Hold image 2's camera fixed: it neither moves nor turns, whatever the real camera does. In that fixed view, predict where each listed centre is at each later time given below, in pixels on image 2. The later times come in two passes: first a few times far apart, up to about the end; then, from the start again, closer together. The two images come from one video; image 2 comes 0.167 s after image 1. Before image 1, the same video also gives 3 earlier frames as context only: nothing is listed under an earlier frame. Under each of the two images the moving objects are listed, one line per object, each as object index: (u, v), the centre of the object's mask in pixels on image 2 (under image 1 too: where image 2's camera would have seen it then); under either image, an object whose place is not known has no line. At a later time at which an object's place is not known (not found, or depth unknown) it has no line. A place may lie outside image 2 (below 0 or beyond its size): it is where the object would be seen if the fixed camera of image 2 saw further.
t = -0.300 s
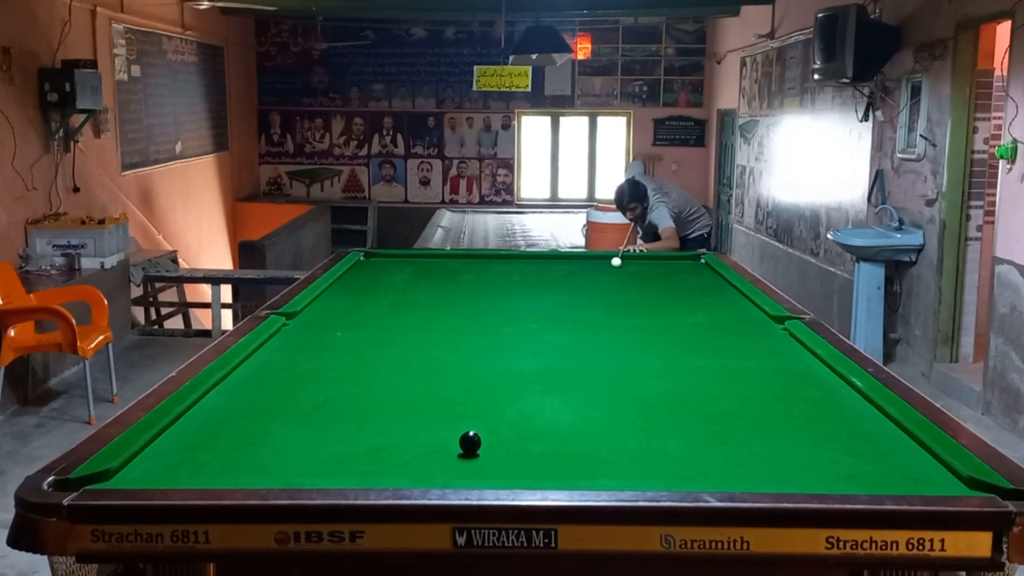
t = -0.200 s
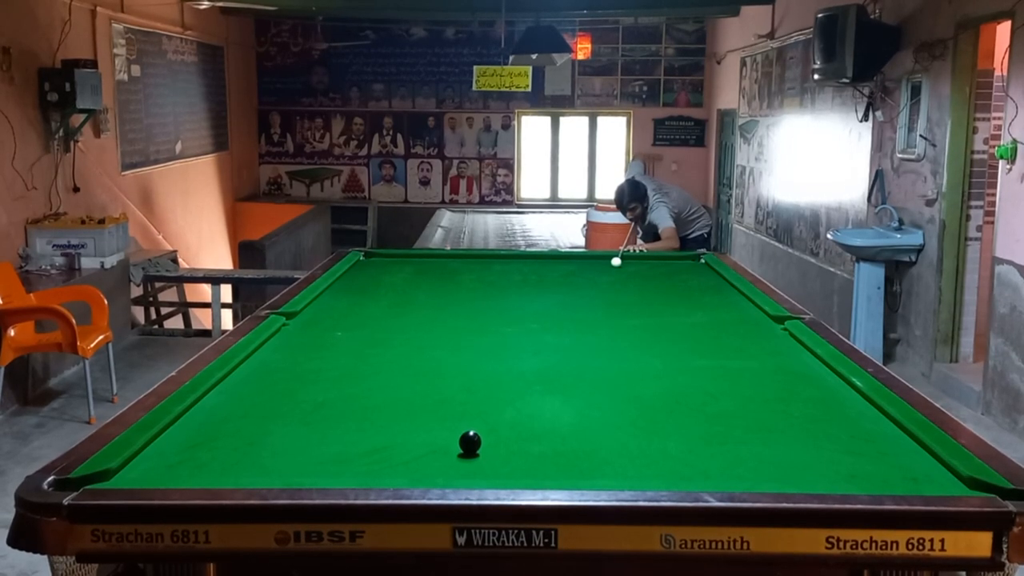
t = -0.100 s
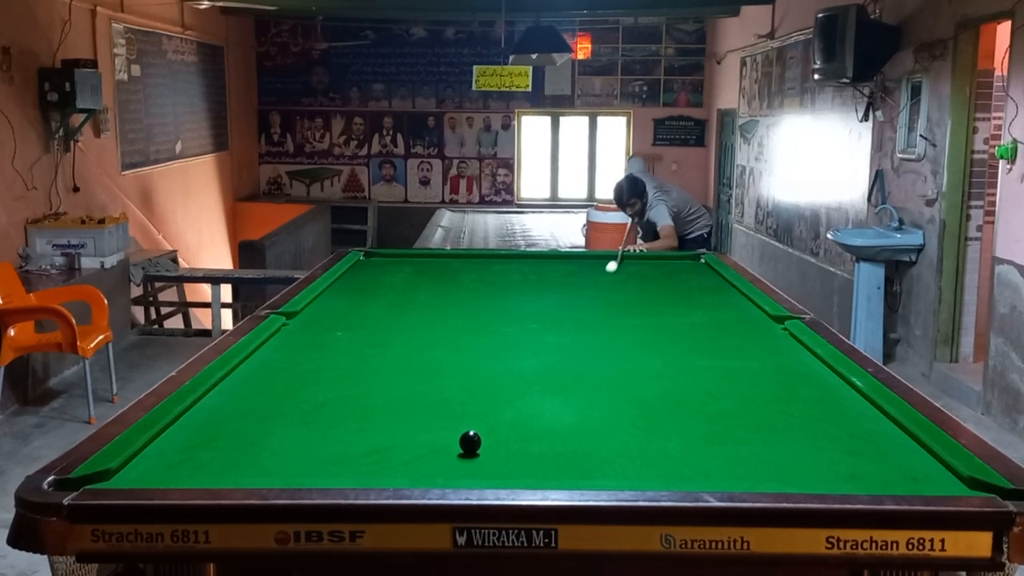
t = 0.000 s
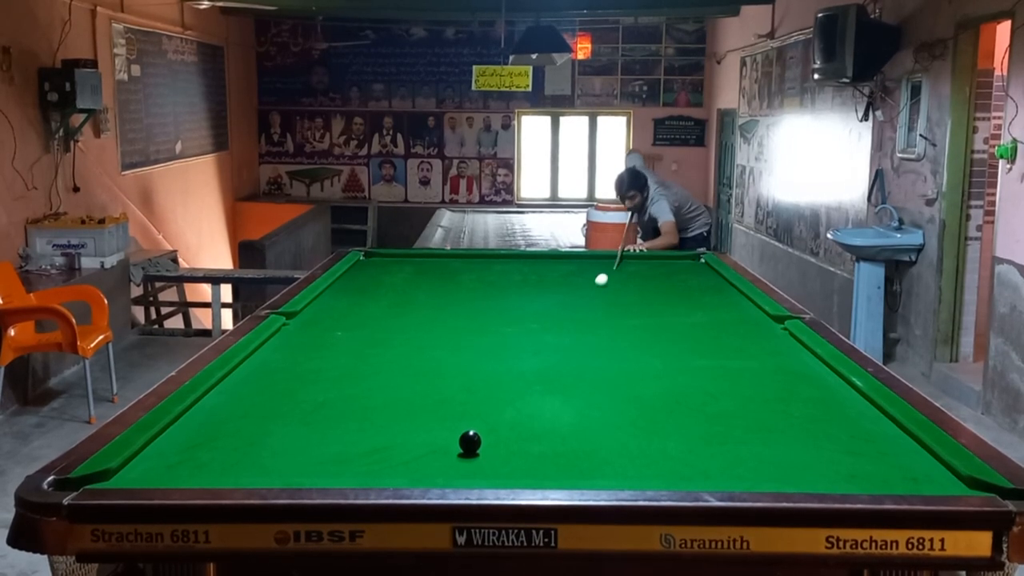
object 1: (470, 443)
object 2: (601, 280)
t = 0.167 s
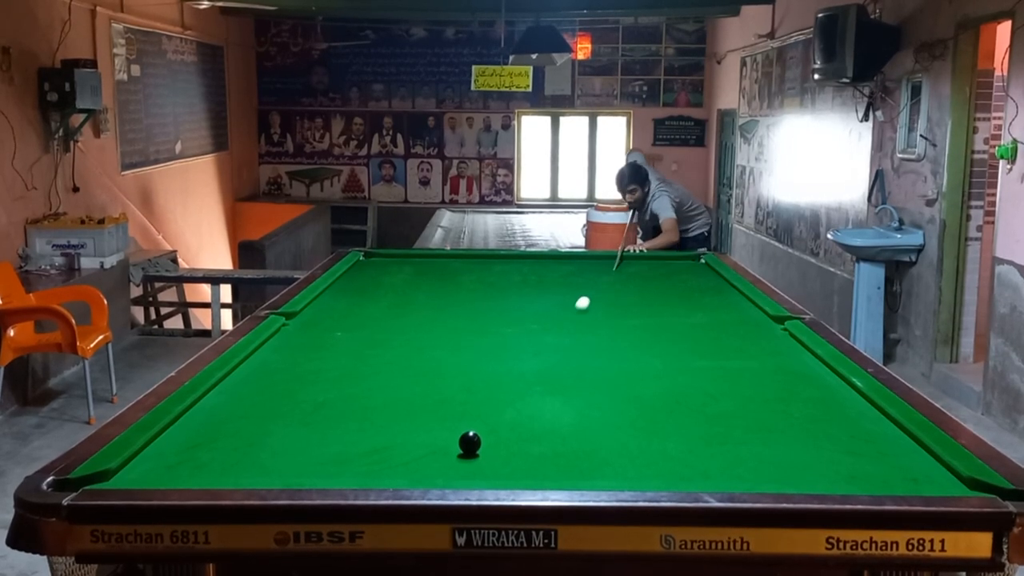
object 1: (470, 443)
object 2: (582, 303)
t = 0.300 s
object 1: (470, 443)
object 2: (566, 324)
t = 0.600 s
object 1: (470, 443)
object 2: (522, 377)
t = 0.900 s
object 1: (449, 463)
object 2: (477, 437)
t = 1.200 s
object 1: (422, 436)
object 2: (469, 459)
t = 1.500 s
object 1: (412, 394)
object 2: (458, 473)
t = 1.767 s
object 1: (406, 366)
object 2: (457, 463)
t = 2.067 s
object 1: (399, 341)
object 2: (455, 447)
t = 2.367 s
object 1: (394, 321)
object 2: (453, 435)
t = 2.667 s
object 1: (390, 304)
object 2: (451, 425)
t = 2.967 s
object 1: (386, 291)
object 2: (450, 417)
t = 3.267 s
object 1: (382, 280)
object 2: (449, 410)
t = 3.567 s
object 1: (379, 271)
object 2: (449, 406)
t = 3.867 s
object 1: (376, 263)
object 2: (448, 402)
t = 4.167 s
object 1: (374, 256)
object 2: (447, 400)
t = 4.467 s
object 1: (371, 255)
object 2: (448, 399)
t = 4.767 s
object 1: (391, 255)
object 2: (448, 400)
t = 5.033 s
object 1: (406, 255)
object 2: (448, 400)
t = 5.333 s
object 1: (421, 255)
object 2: (448, 400)
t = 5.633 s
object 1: (434, 255)
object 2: (448, 400)
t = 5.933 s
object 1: (445, 256)
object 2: (448, 400)
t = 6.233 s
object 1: (455, 256)
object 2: (448, 400)
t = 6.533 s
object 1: (463, 256)
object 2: (448, 400)
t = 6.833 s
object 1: (470, 256)
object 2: (448, 400)
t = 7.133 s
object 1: (474, 256)
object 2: (448, 400)
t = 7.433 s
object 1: (477, 256)
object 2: (448, 400)
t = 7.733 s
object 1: (478, 256)
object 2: (448, 400)
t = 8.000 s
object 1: (479, 256)
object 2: (448, 400)
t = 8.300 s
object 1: (479, 256)
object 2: (448, 400)
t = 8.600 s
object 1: (479, 256)
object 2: (448, 400)
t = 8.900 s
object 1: (479, 256)
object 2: (448, 400)
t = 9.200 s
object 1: (480, 256)
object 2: (448, 400)
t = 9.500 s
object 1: (480, 256)
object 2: (448, 399)
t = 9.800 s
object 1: (480, 256)
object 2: (448, 400)
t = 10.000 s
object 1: (480, 256)
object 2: (448, 400)
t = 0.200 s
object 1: (470, 443)
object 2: (578, 308)
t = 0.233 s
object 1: (470, 443)
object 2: (574, 313)
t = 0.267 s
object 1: (470, 443)
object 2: (570, 319)
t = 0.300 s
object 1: (470, 443)
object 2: (566, 324)
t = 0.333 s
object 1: (470, 443)
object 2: (561, 329)
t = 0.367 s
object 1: (470, 443)
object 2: (557, 335)
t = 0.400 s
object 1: (470, 443)
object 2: (552, 340)
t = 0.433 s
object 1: (470, 443)
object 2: (548, 346)
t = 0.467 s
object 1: (470, 443)
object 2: (543, 352)
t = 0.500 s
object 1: (470, 443)
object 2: (538, 358)
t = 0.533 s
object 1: (470, 443)
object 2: (533, 364)
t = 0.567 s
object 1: (470, 443)
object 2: (528, 370)
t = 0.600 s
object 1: (470, 443)
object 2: (522, 377)
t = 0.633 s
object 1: (470, 443)
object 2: (517, 384)
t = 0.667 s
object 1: (470, 443)
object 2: (511, 391)
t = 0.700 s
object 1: (470, 443)
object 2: (504, 399)
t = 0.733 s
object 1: (470, 443)
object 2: (498, 407)
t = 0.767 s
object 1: (470, 443)
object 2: (491, 416)
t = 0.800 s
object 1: (469, 443)
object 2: (483, 424)
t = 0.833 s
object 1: (469, 444)
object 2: (479, 432)
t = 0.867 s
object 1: (459, 453)
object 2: (477, 436)
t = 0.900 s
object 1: (449, 463)
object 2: (477, 437)
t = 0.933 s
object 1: (440, 470)
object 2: (477, 438)
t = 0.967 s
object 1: (432, 474)
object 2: (477, 440)
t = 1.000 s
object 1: (430, 470)
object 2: (476, 442)
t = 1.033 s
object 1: (429, 466)
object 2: (475, 445)
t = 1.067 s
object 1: (427, 460)
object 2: (474, 447)
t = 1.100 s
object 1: (426, 454)
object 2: (473, 450)
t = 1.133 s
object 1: (425, 448)
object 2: (471, 453)
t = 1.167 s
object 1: (423, 442)
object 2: (470, 456)
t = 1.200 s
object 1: (422, 436)
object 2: (469, 459)
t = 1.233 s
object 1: (421, 431)
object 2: (467, 461)
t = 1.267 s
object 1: (420, 426)
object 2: (466, 465)
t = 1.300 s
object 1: (419, 421)
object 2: (465, 467)
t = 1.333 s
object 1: (418, 416)
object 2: (463, 469)
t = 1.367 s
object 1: (416, 411)
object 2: (462, 470)
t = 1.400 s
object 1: (415, 407)
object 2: (461, 472)
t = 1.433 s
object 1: (414, 403)
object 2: (459, 473)
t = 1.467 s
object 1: (413, 398)
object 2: (458, 474)
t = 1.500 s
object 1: (412, 394)
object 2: (458, 473)
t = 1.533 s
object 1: (412, 391)
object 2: (458, 472)
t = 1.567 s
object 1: (411, 387)
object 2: (457, 471)
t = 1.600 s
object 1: (410, 383)
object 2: (457, 470)
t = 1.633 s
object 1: (409, 379)
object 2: (457, 469)
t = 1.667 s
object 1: (408, 376)
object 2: (457, 467)
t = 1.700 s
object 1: (407, 372)
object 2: (457, 466)
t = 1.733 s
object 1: (406, 369)
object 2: (457, 464)
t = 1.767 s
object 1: (406, 366)
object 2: (457, 463)
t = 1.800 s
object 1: (405, 363)
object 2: (457, 461)
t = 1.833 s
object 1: (404, 360)
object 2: (456, 459)
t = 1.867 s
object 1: (403, 357)
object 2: (456, 457)
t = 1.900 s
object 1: (403, 354)
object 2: (456, 455)
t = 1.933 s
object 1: (402, 351)
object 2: (456, 454)
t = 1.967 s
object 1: (401, 349)
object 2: (455, 452)
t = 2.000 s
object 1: (400, 346)
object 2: (455, 450)
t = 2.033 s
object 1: (400, 343)
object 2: (455, 449)
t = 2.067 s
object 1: (399, 341)
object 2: (455, 447)
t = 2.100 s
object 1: (399, 338)
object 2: (455, 445)
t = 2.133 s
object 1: (398, 336)
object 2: (454, 444)
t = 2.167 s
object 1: (398, 334)
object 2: (454, 442)
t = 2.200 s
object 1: (397, 331)
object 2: (454, 441)
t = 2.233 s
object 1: (396, 329)
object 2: (454, 440)
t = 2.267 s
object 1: (396, 327)
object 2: (454, 438)
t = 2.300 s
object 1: (395, 325)
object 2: (454, 437)
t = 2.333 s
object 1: (395, 323)
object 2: (453, 436)
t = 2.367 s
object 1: (394, 321)
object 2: (453, 435)
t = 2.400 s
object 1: (394, 319)
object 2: (453, 433)
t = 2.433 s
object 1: (393, 317)
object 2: (453, 432)
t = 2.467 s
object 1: (392, 315)
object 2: (453, 431)
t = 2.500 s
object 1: (392, 313)
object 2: (452, 430)
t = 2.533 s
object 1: (392, 311)
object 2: (452, 429)
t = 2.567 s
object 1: (391, 310)
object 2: (452, 428)
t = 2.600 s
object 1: (390, 308)
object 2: (452, 427)
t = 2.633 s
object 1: (390, 306)
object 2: (452, 426)
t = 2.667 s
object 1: (390, 304)
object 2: (451, 425)
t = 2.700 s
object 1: (389, 303)
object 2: (451, 424)
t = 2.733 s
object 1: (389, 301)
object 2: (451, 423)
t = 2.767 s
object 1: (388, 300)
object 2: (451, 422)
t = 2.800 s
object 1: (388, 298)
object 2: (451, 421)
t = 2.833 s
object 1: (387, 297)
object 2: (451, 420)
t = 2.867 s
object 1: (387, 295)
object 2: (450, 419)
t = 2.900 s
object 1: (387, 294)
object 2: (450, 418)
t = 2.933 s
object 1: (386, 292)
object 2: (450, 417)
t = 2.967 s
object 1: (386, 291)
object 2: (450, 417)
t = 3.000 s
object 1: (385, 290)
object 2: (450, 416)
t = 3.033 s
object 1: (385, 289)
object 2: (450, 415)
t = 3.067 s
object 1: (384, 287)
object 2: (450, 415)
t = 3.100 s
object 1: (384, 286)
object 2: (450, 414)
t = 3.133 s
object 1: (384, 285)
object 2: (450, 413)
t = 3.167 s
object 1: (383, 284)
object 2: (449, 412)
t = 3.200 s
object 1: (383, 282)
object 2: (449, 412)
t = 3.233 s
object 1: (383, 281)
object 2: (449, 411)
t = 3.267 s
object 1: (382, 280)
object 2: (449, 410)
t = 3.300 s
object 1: (382, 279)
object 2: (449, 410)
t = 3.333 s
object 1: (381, 278)
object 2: (449, 409)
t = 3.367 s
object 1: (381, 277)
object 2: (449, 409)
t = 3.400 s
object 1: (381, 276)
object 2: (449, 408)
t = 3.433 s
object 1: (380, 275)
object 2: (449, 408)
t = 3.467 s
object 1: (380, 273)
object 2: (449, 407)
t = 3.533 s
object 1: (379, 272)
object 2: (449, 406)
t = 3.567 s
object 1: (379, 271)
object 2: (449, 406)
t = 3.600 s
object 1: (378, 270)
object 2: (449, 405)
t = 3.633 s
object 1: (378, 269)
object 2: (448, 405)
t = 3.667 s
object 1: (378, 268)
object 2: (449, 404)
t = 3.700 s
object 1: (377, 267)
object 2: (448, 404)
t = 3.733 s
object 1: (377, 266)
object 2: (448, 403)
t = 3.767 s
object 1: (377, 265)
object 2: (448, 403)
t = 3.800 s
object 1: (377, 264)
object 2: (448, 403)
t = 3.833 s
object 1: (376, 263)
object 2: (448, 402)
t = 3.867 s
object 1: (376, 263)
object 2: (448, 402)
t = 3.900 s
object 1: (376, 262)
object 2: (448, 402)
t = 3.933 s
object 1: (376, 261)
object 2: (448, 401)
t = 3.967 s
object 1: (375, 261)
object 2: (448, 401)
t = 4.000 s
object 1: (375, 260)
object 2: (448, 401)
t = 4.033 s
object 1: (375, 259)
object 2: (448, 401)
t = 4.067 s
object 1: (375, 258)
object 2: (448, 400)
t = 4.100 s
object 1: (375, 257)
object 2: (448, 400)
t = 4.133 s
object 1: (374, 257)
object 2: (448, 400)
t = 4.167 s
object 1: (374, 256)
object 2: (447, 400)
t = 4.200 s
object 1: (374, 255)
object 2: (447, 400)
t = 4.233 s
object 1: (373, 255)
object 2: (447, 400)
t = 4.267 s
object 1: (370, 255)
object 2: (447, 400)
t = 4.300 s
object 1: (368, 255)
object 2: (447, 400)
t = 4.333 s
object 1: (366, 255)
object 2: (447, 400)
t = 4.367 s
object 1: (368, 255)
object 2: (447, 400)
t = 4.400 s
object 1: (368, 255)
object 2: (447, 399)
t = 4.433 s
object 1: (369, 255)
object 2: (447, 399)
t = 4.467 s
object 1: (371, 255)
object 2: (448, 399)
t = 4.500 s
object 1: (373, 255)
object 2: (448, 400)
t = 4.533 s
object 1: (373, 254)
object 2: (448, 400)
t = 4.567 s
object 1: (379, 255)
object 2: (448, 400)
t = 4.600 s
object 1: (381, 255)
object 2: (448, 400)
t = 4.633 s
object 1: (383, 255)
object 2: (448, 400)
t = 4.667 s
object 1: (385, 255)
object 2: (448, 400)
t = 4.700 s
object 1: (387, 255)
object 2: (448, 400)
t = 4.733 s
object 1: (389, 255)
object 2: (448, 400)
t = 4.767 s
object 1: (391, 255)
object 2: (448, 400)
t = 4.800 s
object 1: (393, 255)
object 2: (448, 400)
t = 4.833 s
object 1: (395, 255)
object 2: (448, 400)
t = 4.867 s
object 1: (397, 255)
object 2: (448, 400)
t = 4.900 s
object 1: (399, 255)
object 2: (448, 400)
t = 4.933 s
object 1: (400, 255)
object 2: (448, 400)
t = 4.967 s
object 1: (402, 255)
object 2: (448, 400)
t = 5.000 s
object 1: (404, 255)
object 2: (448, 400)
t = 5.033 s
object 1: (406, 255)
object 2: (448, 400)
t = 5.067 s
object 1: (408, 255)
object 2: (448, 400)
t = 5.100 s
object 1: (409, 255)
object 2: (448, 400)
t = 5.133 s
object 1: (411, 255)
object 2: (448, 400)
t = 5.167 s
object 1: (413, 255)
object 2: (448, 400)
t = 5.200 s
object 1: (414, 255)
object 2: (448, 400)
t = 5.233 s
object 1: (416, 255)
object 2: (448, 400)
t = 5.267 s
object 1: (417, 255)
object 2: (448, 400)
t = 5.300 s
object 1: (419, 255)
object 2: (448, 400)
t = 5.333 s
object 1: (421, 255)
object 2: (448, 400)
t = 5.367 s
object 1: (422, 255)
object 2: (448, 400)
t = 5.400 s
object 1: (424, 255)
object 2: (448, 400)
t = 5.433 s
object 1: (425, 255)
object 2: (448, 400)
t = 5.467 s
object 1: (427, 255)
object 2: (448, 400)
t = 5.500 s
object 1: (428, 255)
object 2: (448, 400)
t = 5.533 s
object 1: (430, 255)
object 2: (448, 400)
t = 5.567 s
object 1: (431, 255)
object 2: (448, 400)
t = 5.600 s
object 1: (432, 255)
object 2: (448, 400)
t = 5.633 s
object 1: (434, 255)
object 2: (448, 400)
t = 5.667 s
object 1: (435, 255)
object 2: (448, 400)
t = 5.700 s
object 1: (436, 256)
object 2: (448, 400)
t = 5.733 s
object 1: (438, 256)
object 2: (448, 400)
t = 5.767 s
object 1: (439, 255)
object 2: (448, 400)
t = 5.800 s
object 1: (440, 256)
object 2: (448, 400)
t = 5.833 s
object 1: (442, 255)
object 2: (448, 400)
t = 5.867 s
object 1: (443, 255)
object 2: (448, 400)
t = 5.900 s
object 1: (444, 255)
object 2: (448, 400)
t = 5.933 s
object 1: (445, 256)
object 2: (448, 400)
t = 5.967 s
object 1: (446, 255)
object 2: (448, 400)
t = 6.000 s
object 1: (447, 255)
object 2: (448, 400)
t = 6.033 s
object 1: (449, 255)
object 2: (448, 400)
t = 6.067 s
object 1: (450, 255)
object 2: (448, 400)
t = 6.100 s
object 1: (451, 256)
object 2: (448, 400)
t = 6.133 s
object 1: (452, 256)
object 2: (448, 400)
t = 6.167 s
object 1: (453, 256)
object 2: (448, 400)
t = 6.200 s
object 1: (454, 256)
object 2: (448, 400)
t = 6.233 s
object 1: (455, 256)
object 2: (448, 400)
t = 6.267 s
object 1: (456, 256)
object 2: (448, 400)
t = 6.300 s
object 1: (457, 256)
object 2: (448, 400)
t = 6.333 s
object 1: (458, 255)
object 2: (448, 400)
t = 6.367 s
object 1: (459, 256)
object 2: (448, 400)
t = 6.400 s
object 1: (460, 256)
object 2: (448, 400)
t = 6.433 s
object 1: (461, 256)
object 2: (448, 400)
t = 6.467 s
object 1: (461, 256)
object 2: (448, 400)
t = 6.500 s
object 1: (462, 255)
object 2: (448, 400)
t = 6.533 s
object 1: (463, 256)
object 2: (448, 400)
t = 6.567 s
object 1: (464, 256)
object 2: (448, 400)
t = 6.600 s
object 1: (465, 256)
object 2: (448, 400)
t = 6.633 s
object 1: (465, 256)
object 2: (447, 400)
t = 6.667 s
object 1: (466, 256)
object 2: (448, 400)
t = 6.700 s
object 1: (467, 256)
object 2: (448, 400)
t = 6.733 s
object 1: (468, 256)
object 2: (448, 400)
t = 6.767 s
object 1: (469, 256)
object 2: (448, 400)
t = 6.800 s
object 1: (469, 256)
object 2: (448, 400)
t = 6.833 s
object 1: (470, 256)
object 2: (448, 400)
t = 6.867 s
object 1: (470, 256)
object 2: (447, 400)
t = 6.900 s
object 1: (471, 256)
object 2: (448, 400)
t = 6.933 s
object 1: (472, 256)
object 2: (448, 400)
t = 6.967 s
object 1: (472, 256)
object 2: (448, 400)
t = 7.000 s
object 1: (473, 256)
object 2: (448, 400)
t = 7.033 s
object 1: (473, 256)
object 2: (448, 400)
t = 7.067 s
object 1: (473, 256)
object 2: (448, 400)
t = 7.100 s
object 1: (474, 256)
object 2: (448, 400)
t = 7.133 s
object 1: (474, 256)
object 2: (448, 400)
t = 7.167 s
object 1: (475, 256)
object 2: (448, 400)
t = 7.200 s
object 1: (475, 256)
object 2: (448, 400)
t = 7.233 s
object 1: (475, 256)
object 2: (448, 400)
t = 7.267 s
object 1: (476, 256)
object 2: (448, 400)
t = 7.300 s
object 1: (476, 256)
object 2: (448, 400)
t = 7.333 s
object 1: (477, 256)
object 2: (448, 400)
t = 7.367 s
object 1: (477, 256)
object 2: (448, 400)
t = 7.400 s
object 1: (477, 256)
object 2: (448, 400)
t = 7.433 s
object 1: (477, 256)
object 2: (448, 400)
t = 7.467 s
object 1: (477, 256)
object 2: (448, 400)
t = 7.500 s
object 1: (477, 256)
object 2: (448, 400)
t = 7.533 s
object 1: (477, 256)
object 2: (448, 400)
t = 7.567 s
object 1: (478, 256)
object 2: (448, 400)
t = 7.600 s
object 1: (478, 256)
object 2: (448, 400)
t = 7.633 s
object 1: (478, 256)
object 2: (448, 400)
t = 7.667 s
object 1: (478, 256)
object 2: (448, 400)
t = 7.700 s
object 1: (478, 256)
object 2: (448, 400)
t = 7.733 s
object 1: (478, 256)
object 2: (448, 400)
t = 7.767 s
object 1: (479, 256)
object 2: (448, 400)
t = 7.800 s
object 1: (479, 256)
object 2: (448, 400)
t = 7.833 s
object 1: (479, 256)
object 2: (448, 400)
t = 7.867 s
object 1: (479, 256)
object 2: (448, 400)
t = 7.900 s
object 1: (479, 256)
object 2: (448, 400)
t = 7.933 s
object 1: (479, 256)
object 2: (448, 400)
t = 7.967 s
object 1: (479, 256)
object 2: (448, 400)
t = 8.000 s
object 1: (479, 256)
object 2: (448, 400)
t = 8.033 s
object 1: (479, 256)
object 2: (448, 400)
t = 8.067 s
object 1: (479, 256)
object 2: (448, 400)
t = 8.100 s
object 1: (479, 256)
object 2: (448, 400)
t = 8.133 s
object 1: (479, 256)
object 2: (448, 400)
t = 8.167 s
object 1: (479, 256)
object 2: (448, 400)
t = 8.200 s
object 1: (479, 256)
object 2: (448, 400)
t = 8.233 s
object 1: (479, 256)
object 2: (448, 400)
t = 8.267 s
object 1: (479, 256)
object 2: (448, 400)
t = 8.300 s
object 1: (479, 256)
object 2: (448, 400)
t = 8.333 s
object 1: (479, 256)
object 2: (448, 400)
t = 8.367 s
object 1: (479, 256)
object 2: (448, 400)
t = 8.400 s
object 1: (479, 255)
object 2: (448, 400)
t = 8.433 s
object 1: (479, 256)
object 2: (448, 400)
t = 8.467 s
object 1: (479, 256)
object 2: (448, 400)
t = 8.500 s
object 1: (479, 256)
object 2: (448, 400)
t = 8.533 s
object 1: (479, 256)
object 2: (448, 400)
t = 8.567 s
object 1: (479, 256)
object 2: (448, 400)
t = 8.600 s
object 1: (479, 256)
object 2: (448, 400)
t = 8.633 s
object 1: (479, 256)
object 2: (448, 400)
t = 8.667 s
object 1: (479, 256)
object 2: (448, 400)
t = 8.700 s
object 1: (479, 256)
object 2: (448, 400)
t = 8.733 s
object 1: (479, 256)
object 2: (448, 400)
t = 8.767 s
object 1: (479, 256)
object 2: (448, 400)
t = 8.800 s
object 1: (479, 256)
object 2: (448, 400)
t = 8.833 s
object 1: (479, 256)
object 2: (448, 400)
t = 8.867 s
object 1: (479, 256)
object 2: (448, 400)
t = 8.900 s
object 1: (479, 256)
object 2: (448, 400)
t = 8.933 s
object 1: (479, 256)
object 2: (448, 400)
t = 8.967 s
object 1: (479, 256)
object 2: (448, 400)
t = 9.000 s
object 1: (479, 256)
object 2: (448, 400)
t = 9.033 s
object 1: (479, 256)
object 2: (448, 400)
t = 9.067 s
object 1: (479, 256)
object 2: (448, 400)
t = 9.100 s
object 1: (479, 256)
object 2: (448, 400)
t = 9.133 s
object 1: (479, 256)
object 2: (448, 400)
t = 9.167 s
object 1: (479, 256)
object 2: (448, 400)
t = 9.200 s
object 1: (480, 256)
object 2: (448, 400)
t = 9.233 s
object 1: (480, 256)
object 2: (448, 400)
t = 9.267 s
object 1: (480, 256)
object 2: (448, 400)
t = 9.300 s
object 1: (480, 256)
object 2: (448, 400)
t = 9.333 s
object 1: (480, 256)
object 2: (448, 400)
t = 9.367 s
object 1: (480, 255)
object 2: (448, 400)
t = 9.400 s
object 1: (480, 256)
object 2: (448, 400)
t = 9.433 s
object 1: (480, 256)
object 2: (448, 400)
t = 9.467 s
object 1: (480, 255)
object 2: (448, 399)
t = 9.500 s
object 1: (480, 256)
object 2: (448, 399)
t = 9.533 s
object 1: (480, 256)
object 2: (448, 400)
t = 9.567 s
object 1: (480, 256)
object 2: (448, 399)
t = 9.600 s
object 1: (480, 255)
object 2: (448, 400)
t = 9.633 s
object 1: (480, 256)
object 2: (448, 399)
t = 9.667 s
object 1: (480, 256)
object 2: (448, 400)
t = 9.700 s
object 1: (480, 256)
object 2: (448, 400)
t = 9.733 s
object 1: (480, 256)
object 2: (448, 400)
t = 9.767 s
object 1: (480, 256)
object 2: (448, 400)
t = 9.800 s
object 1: (480, 256)
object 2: (448, 400)
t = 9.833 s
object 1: (480, 256)
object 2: (448, 399)
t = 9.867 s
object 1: (480, 255)
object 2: (448, 400)
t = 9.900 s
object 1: (480, 256)
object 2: (448, 400)
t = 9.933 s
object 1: (480, 256)
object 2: (448, 400)
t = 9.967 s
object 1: (480, 256)
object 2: (448, 400)
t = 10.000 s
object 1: (480, 256)
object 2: (448, 400)
